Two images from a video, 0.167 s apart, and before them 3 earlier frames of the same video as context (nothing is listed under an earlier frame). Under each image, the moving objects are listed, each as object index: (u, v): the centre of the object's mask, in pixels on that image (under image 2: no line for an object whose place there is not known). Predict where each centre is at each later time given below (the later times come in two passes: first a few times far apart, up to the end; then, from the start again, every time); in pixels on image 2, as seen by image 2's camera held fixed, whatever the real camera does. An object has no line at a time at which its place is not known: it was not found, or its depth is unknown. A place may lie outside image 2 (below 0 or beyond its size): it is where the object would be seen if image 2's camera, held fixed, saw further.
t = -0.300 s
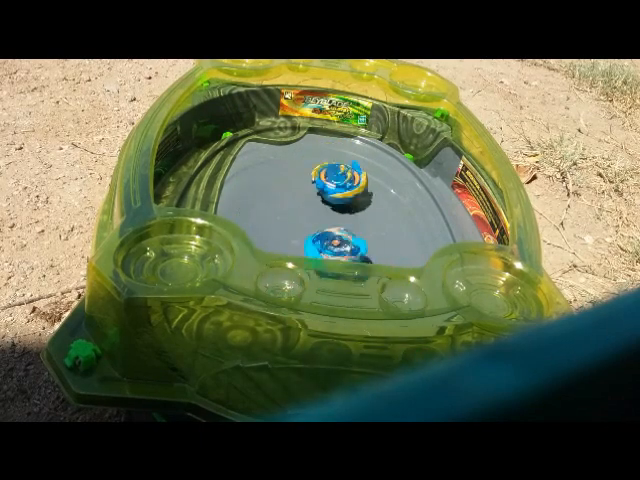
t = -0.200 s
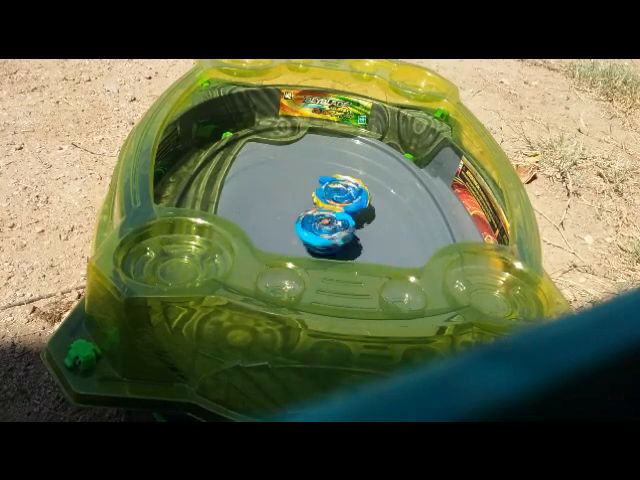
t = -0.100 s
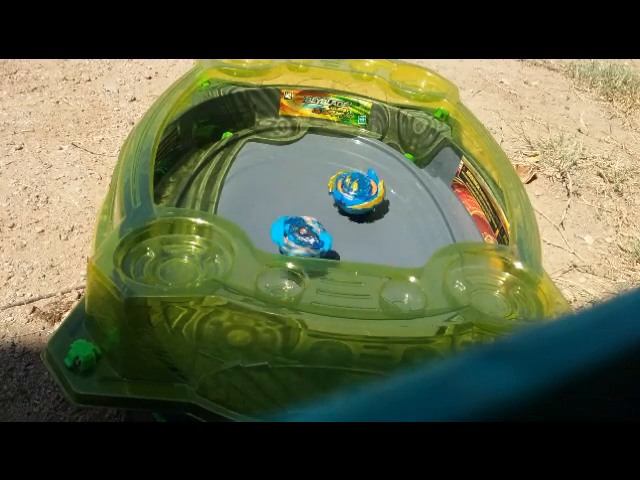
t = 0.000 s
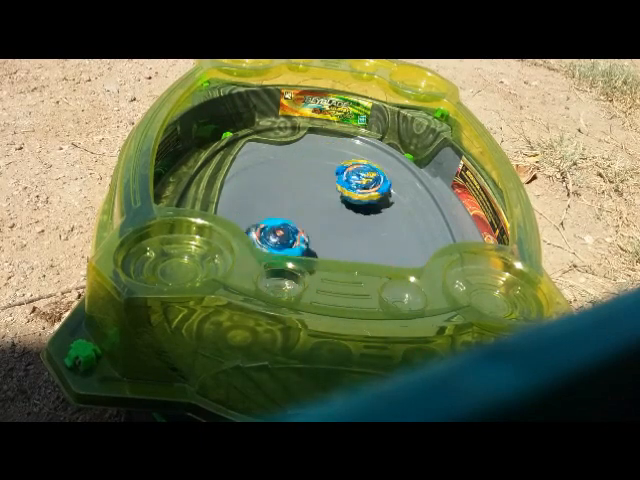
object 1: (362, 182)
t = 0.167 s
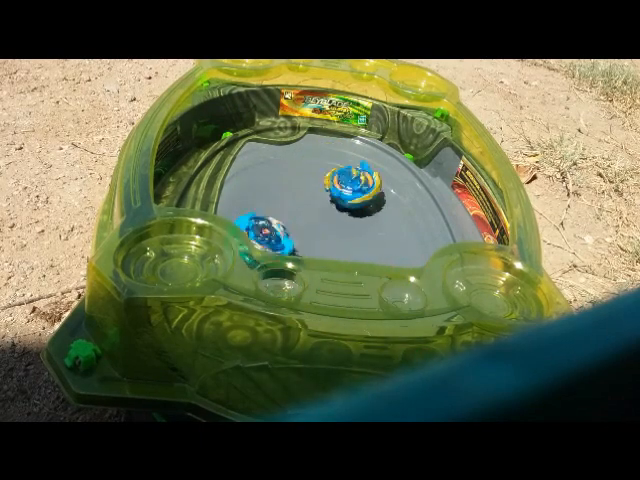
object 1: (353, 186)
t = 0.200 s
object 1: (350, 189)
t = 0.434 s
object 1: (345, 226)
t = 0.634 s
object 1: (368, 247)
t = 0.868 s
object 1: (370, 252)
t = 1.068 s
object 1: (352, 249)
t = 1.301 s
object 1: (324, 237)
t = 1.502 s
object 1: (302, 235)
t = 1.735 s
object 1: (290, 228)
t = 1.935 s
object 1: (295, 222)
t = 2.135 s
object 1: (312, 216)
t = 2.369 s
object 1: (344, 211)
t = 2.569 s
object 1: (355, 207)
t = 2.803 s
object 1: (348, 211)
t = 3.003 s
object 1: (331, 225)
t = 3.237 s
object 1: (311, 238)
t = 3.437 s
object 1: (309, 244)
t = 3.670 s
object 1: (319, 243)
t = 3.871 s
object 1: (315, 237)
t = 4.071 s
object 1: (311, 230)
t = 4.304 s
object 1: (320, 225)
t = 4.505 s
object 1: (334, 224)
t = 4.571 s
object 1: (337, 223)
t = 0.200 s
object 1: (350, 189)
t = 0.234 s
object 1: (349, 193)
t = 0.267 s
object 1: (345, 198)
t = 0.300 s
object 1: (345, 203)
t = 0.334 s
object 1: (343, 209)
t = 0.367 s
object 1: (344, 215)
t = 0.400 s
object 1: (343, 221)
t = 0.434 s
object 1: (345, 226)
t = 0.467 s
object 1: (349, 230)
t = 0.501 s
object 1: (353, 234)
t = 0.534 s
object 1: (358, 237)
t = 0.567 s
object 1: (362, 241)
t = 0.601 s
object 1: (365, 244)
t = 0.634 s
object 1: (368, 247)
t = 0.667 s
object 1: (370, 248)
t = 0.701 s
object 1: (371, 248)
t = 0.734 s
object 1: (373, 249)
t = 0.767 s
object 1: (373, 250)
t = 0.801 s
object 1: (373, 252)
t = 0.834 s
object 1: (371, 252)
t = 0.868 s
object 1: (370, 252)
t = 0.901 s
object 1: (366, 252)
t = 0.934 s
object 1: (364, 253)
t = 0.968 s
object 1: (362, 253)
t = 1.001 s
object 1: (358, 251)
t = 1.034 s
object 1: (356, 250)
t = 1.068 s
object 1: (352, 249)
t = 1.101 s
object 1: (351, 248)
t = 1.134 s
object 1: (348, 246)
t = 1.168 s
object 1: (343, 244)
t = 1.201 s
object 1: (338, 241)
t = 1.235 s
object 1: (334, 240)
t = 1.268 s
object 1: (328, 239)
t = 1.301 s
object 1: (324, 237)
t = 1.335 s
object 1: (318, 236)
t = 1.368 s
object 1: (313, 235)
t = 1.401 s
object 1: (304, 229)
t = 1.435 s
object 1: (301, 230)
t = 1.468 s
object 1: (296, 229)
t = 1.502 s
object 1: (302, 235)
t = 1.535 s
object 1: (290, 227)
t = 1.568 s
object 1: (289, 227)
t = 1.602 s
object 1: (288, 226)
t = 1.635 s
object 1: (288, 228)
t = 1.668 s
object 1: (288, 227)
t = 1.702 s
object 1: (289, 228)
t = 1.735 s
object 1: (290, 228)
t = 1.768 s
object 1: (292, 229)
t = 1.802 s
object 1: (294, 228)
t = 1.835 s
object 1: (296, 228)
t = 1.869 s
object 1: (294, 225)
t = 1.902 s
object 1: (295, 223)
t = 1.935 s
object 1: (295, 222)
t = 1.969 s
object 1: (296, 219)
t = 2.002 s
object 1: (299, 220)
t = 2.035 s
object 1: (300, 218)
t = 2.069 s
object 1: (305, 218)
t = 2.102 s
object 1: (307, 217)
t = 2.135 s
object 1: (312, 216)
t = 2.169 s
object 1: (315, 216)
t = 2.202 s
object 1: (319, 216)
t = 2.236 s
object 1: (325, 216)
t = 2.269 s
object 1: (330, 215)
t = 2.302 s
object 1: (336, 214)
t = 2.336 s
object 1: (339, 213)
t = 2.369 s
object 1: (344, 211)
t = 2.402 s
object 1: (347, 211)
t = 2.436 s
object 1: (350, 209)
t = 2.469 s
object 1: (353, 208)
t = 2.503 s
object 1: (353, 207)
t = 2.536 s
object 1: (354, 206)
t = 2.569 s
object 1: (355, 207)
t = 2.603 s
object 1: (355, 207)
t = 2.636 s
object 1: (355, 206)
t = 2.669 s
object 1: (353, 207)
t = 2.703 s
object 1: (352, 208)
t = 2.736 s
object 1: (351, 210)
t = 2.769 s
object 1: (349, 211)
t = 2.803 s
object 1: (348, 211)
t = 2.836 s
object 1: (343, 213)
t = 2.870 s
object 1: (342, 216)
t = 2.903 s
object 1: (339, 219)
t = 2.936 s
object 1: (337, 221)
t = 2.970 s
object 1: (333, 222)
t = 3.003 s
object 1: (331, 225)
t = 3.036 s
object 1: (329, 226)
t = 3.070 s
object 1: (325, 227)
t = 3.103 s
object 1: (320, 229)
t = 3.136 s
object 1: (320, 233)
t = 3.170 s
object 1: (316, 234)
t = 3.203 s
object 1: (311, 235)
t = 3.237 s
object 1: (311, 238)
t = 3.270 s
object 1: (308, 238)
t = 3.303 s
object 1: (305, 239)
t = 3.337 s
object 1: (307, 242)
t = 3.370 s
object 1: (307, 242)
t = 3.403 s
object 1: (307, 244)
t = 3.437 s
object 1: (309, 244)
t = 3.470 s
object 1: (312, 244)
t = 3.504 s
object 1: (315, 245)
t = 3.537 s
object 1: (318, 246)
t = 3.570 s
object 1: (321, 244)
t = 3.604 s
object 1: (322, 245)
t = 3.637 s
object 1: (321, 245)
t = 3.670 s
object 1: (319, 243)
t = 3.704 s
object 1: (319, 242)
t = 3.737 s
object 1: (317, 242)
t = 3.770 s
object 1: (317, 241)
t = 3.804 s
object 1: (316, 239)
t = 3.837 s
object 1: (315, 239)
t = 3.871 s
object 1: (315, 237)
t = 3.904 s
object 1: (312, 235)
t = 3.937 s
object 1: (313, 234)
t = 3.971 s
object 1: (310, 232)
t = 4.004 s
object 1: (312, 232)
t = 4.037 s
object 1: (310, 229)
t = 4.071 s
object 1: (311, 230)
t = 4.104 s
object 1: (311, 228)
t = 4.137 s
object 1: (312, 228)
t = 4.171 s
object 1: (313, 227)
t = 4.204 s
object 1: (314, 226)
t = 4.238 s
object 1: (317, 227)
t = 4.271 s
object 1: (319, 227)
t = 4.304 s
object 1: (320, 225)
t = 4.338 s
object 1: (322, 225)
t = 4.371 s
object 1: (325, 225)
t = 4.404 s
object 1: (326, 224)
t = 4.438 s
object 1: (330, 224)
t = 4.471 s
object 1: (331, 223)
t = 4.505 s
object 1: (334, 224)
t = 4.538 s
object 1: (335, 222)
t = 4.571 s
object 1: (337, 223)
